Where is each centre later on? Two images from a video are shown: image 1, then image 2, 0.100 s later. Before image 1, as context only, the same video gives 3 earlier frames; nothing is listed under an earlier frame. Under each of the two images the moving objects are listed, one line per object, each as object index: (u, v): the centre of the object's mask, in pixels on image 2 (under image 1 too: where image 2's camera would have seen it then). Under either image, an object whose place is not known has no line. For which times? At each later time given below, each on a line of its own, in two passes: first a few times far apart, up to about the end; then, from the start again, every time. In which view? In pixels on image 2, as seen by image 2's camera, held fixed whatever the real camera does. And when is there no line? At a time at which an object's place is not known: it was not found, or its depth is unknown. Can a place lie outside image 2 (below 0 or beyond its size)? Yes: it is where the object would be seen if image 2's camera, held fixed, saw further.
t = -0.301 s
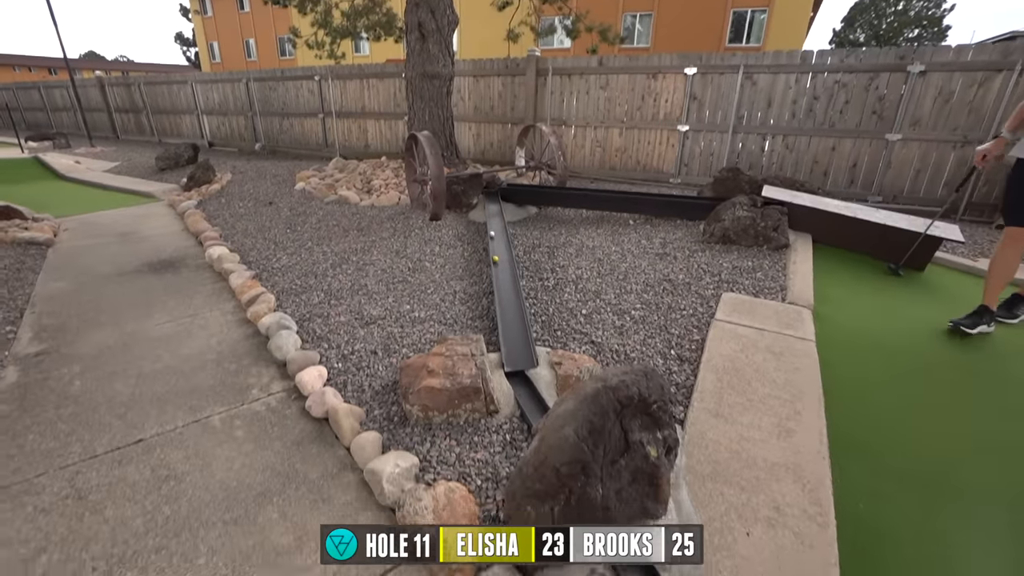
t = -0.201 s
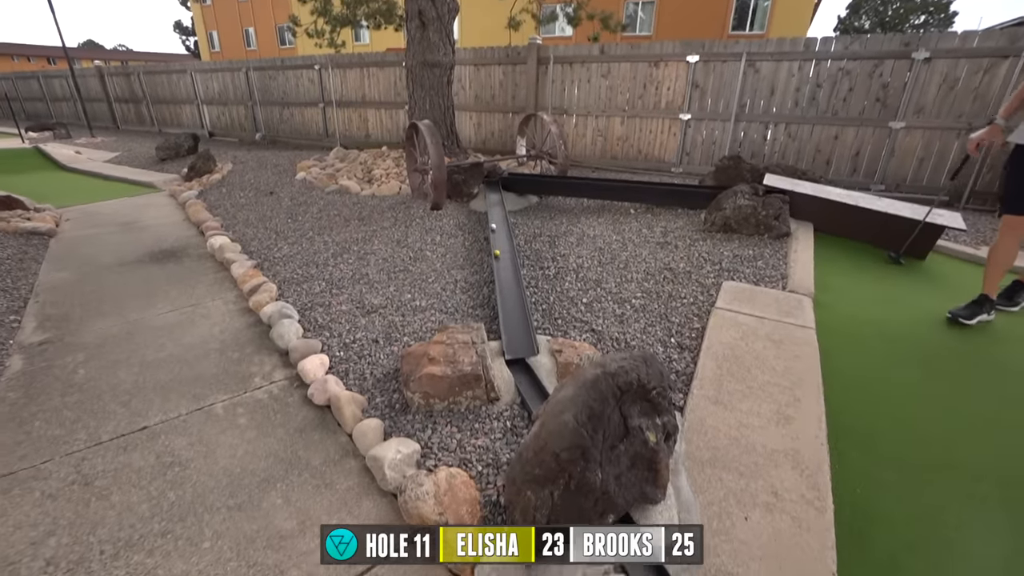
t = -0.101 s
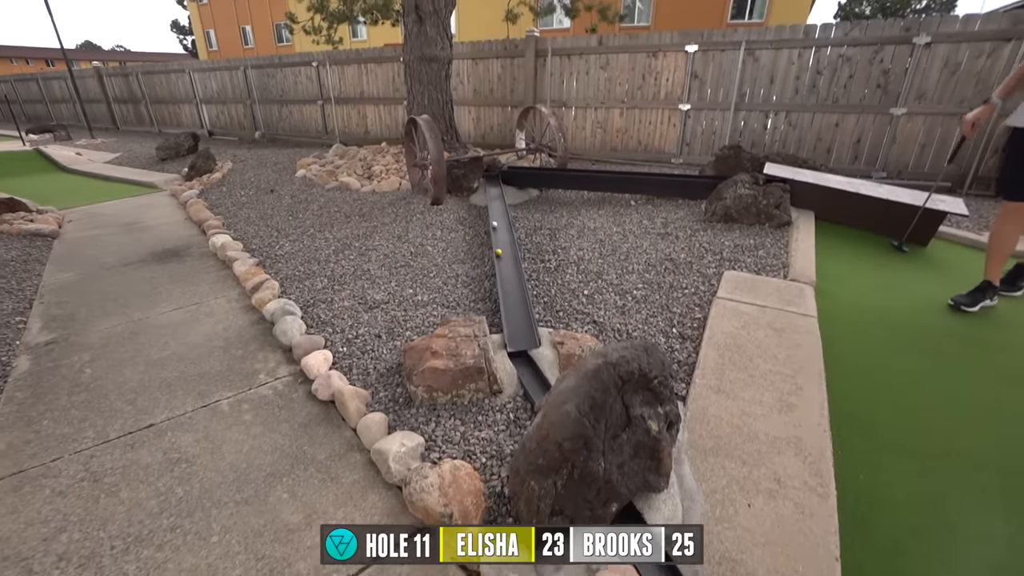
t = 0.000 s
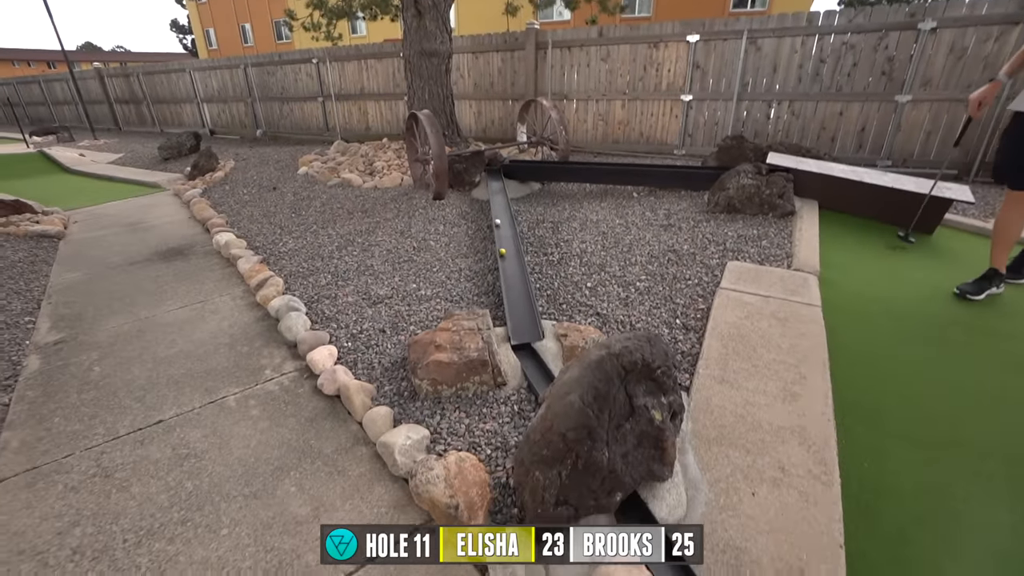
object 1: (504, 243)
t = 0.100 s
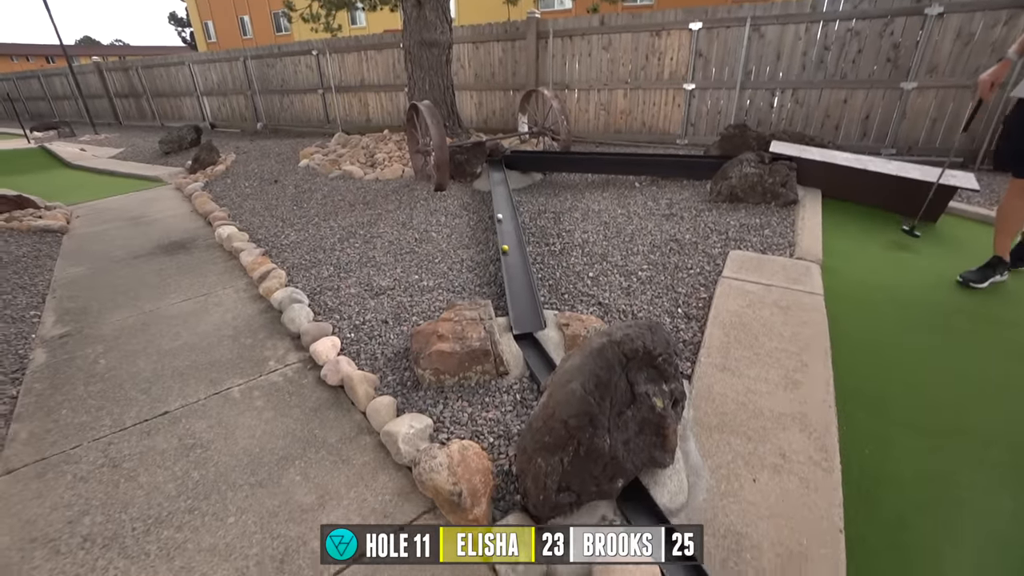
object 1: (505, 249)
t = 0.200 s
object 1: (506, 255)
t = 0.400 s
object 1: (508, 269)
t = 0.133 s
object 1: (505, 251)
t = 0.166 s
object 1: (506, 253)
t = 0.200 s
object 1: (506, 255)
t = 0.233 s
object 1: (506, 257)
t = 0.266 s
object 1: (507, 260)
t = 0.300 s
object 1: (507, 262)
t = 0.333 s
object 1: (507, 264)
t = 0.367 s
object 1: (508, 267)
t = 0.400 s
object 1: (508, 269)
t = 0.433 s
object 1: (508, 272)
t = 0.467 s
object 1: (508, 275)
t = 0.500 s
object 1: (509, 278)
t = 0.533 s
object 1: (510, 280)
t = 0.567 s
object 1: (510, 283)
